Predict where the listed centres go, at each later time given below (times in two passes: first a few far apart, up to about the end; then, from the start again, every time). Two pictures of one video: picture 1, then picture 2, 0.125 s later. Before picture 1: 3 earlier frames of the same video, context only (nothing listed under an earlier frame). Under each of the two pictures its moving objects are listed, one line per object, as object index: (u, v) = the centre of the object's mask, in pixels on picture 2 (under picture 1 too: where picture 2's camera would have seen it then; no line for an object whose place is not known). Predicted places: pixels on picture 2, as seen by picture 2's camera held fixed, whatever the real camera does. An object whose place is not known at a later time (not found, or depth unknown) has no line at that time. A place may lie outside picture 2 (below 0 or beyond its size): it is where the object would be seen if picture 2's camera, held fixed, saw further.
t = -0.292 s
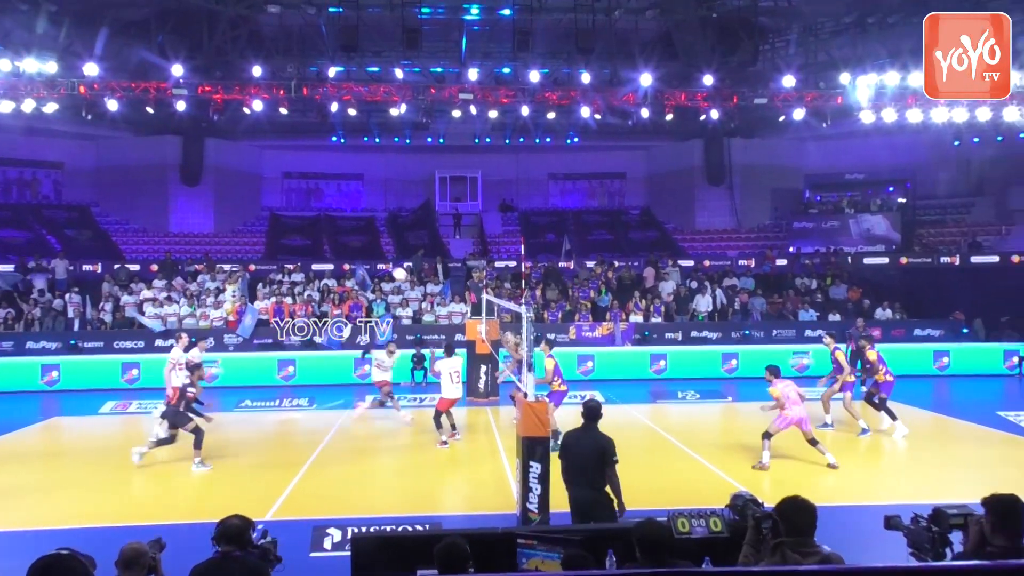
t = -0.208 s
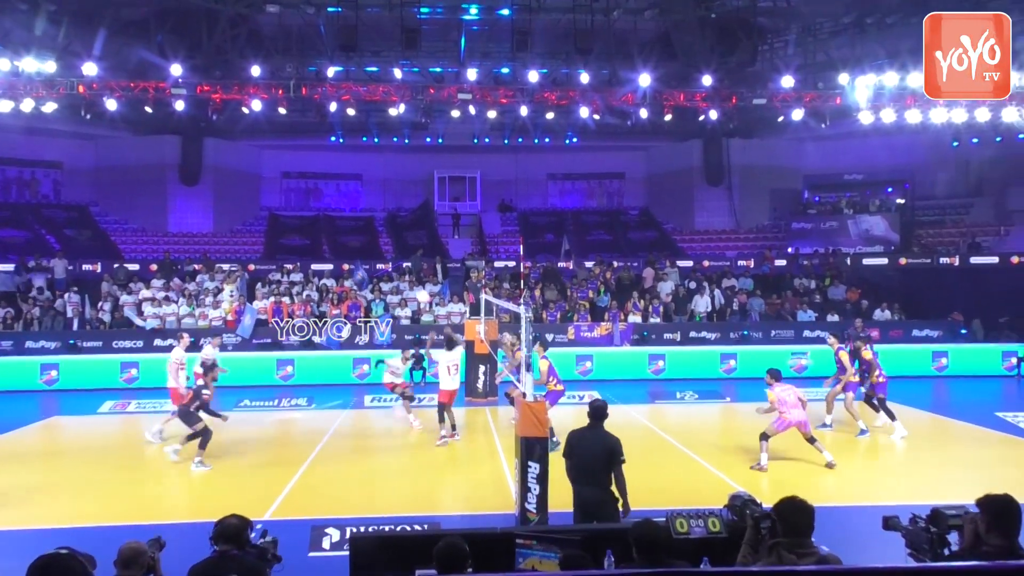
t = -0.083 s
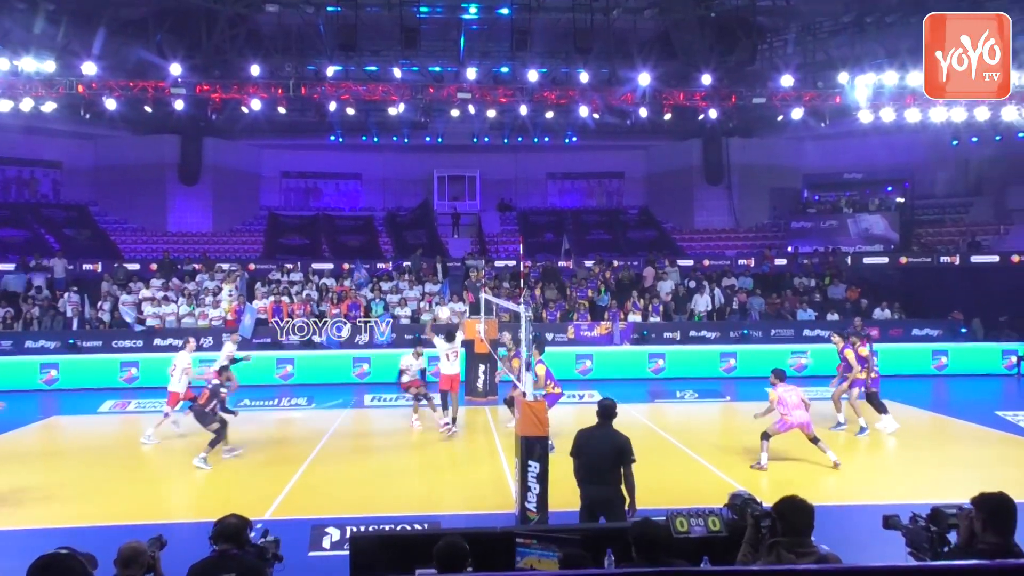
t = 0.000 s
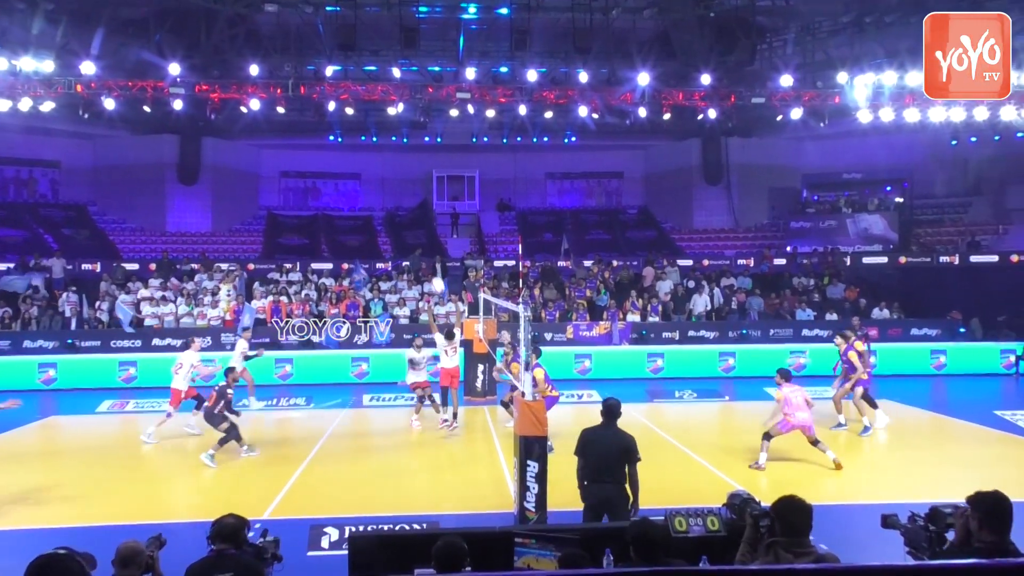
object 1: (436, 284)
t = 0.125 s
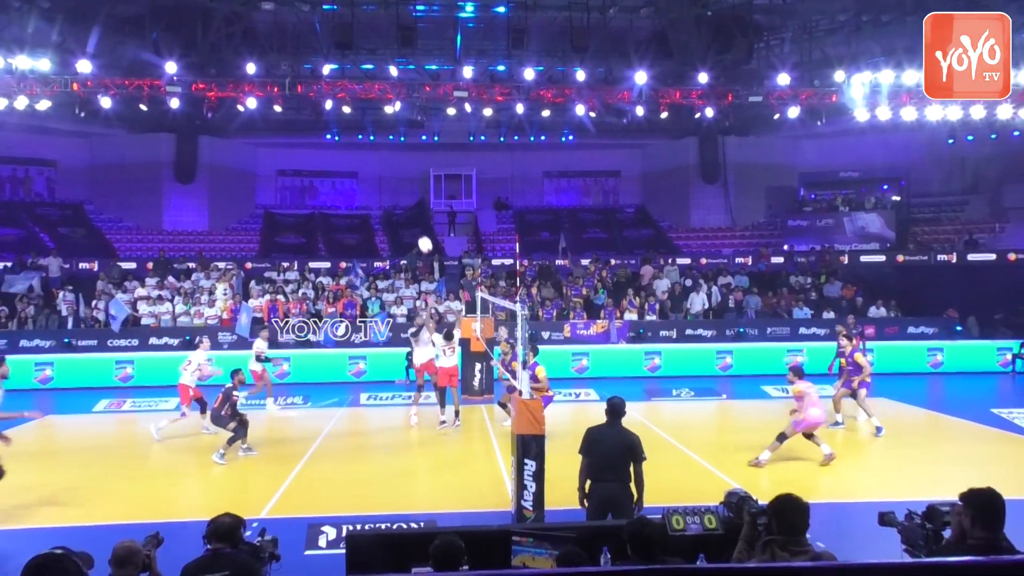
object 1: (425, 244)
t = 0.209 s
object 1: (418, 222)
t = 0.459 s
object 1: (393, 172)
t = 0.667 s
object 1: (373, 162)
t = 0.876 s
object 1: (351, 182)
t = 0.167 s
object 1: (421, 233)
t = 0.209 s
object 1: (418, 222)
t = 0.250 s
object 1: (412, 207)
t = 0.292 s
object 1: (408, 198)
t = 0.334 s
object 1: (404, 190)
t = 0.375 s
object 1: (400, 183)
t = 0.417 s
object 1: (397, 177)
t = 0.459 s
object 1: (393, 172)
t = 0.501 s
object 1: (389, 168)
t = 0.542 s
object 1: (385, 165)
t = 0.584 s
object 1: (381, 163)
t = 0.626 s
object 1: (377, 162)
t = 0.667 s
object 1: (373, 162)
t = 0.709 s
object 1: (367, 164)
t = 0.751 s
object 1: (363, 167)
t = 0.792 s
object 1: (359, 170)
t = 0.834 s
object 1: (355, 175)
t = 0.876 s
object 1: (351, 182)
